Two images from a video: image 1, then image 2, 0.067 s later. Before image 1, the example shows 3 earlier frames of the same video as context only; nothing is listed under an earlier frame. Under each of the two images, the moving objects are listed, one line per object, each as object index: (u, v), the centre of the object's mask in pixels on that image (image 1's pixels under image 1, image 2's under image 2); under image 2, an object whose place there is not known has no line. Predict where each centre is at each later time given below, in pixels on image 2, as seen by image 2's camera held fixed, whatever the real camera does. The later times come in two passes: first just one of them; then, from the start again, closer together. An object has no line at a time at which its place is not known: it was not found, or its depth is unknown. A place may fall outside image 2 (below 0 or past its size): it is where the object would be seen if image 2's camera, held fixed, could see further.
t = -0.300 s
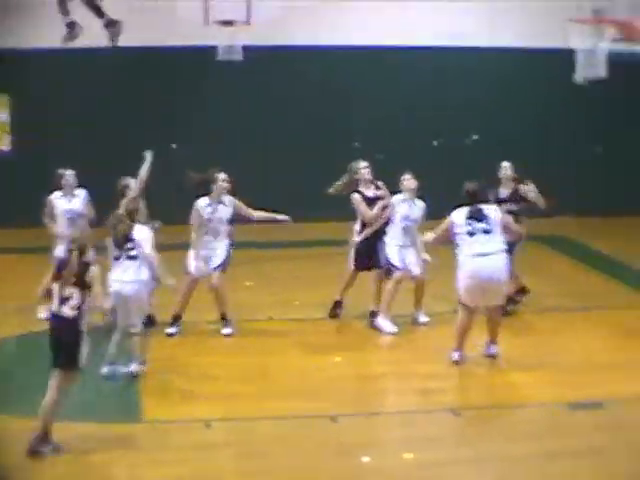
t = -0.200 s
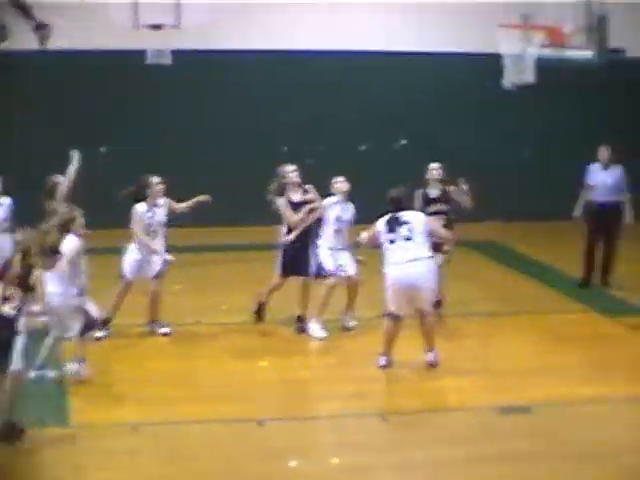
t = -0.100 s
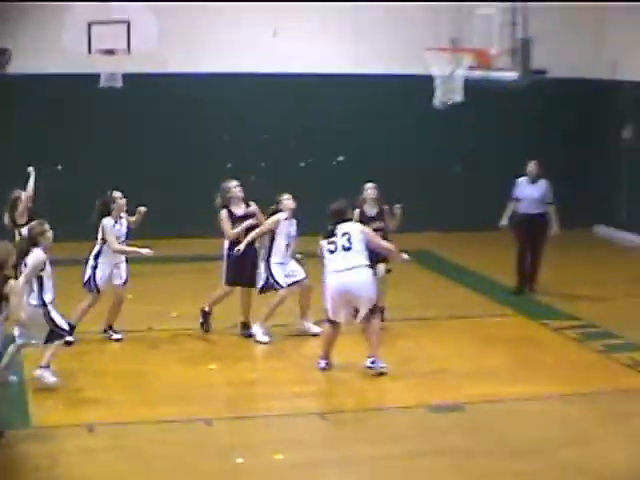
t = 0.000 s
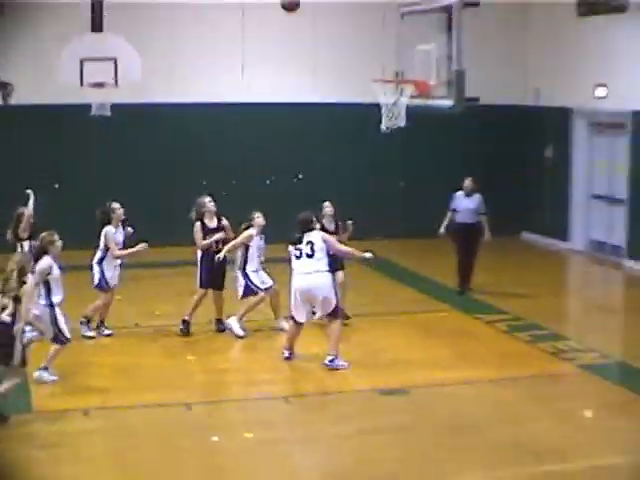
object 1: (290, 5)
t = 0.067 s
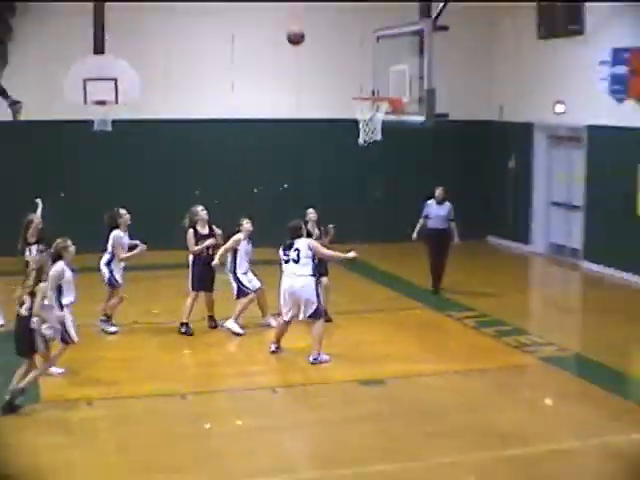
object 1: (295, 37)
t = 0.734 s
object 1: (370, 185)
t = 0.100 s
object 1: (303, 48)
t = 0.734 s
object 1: (370, 185)
